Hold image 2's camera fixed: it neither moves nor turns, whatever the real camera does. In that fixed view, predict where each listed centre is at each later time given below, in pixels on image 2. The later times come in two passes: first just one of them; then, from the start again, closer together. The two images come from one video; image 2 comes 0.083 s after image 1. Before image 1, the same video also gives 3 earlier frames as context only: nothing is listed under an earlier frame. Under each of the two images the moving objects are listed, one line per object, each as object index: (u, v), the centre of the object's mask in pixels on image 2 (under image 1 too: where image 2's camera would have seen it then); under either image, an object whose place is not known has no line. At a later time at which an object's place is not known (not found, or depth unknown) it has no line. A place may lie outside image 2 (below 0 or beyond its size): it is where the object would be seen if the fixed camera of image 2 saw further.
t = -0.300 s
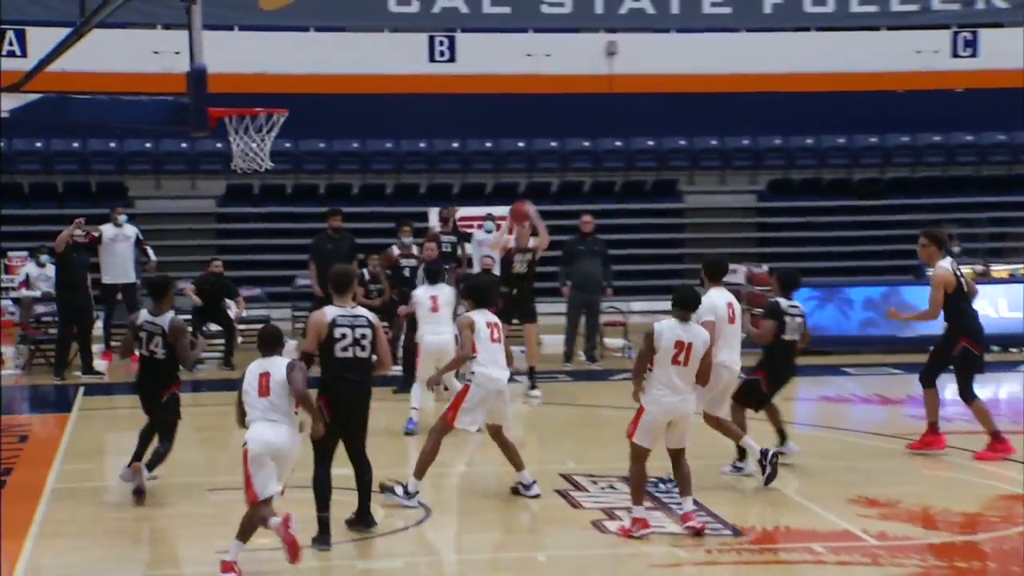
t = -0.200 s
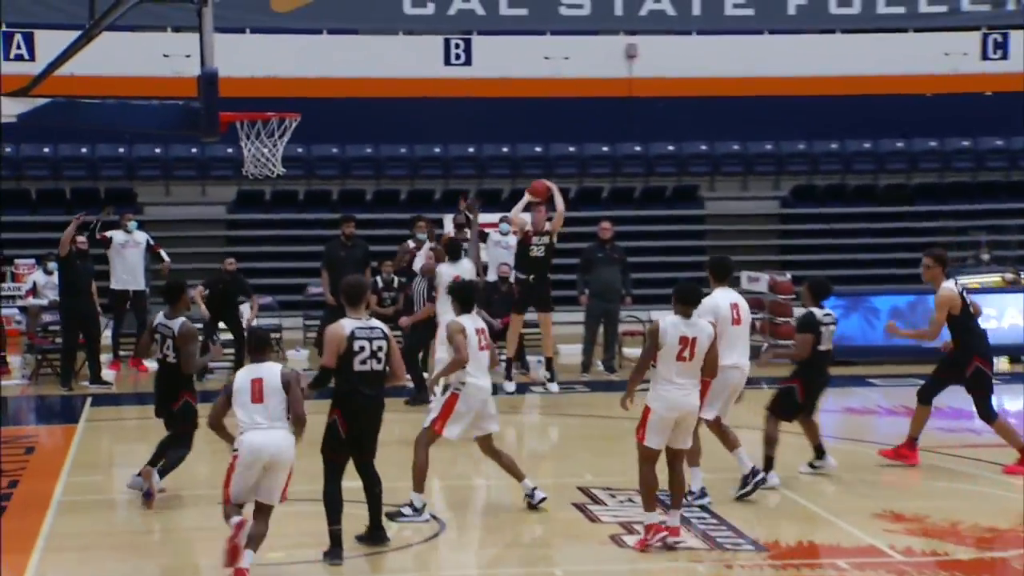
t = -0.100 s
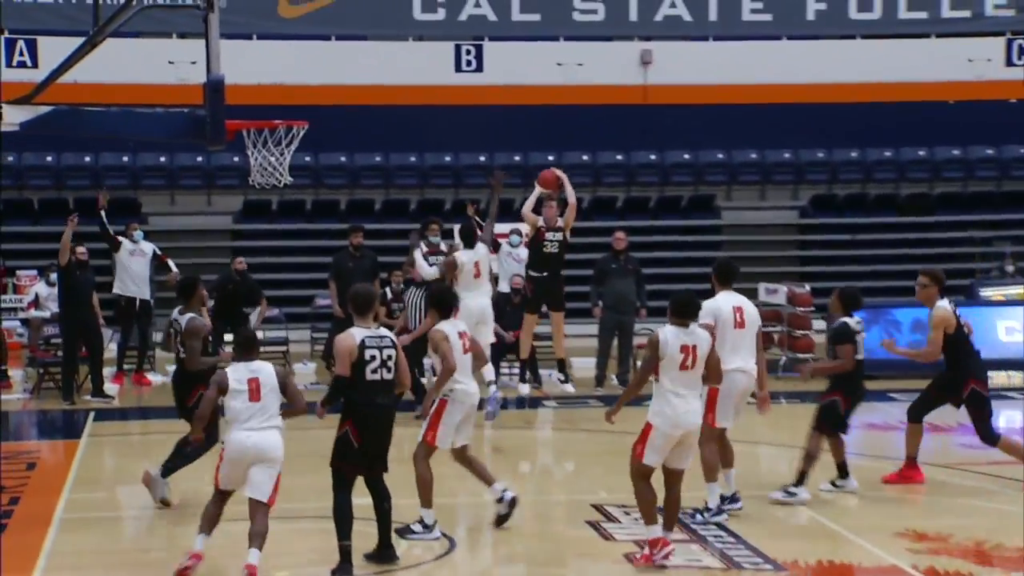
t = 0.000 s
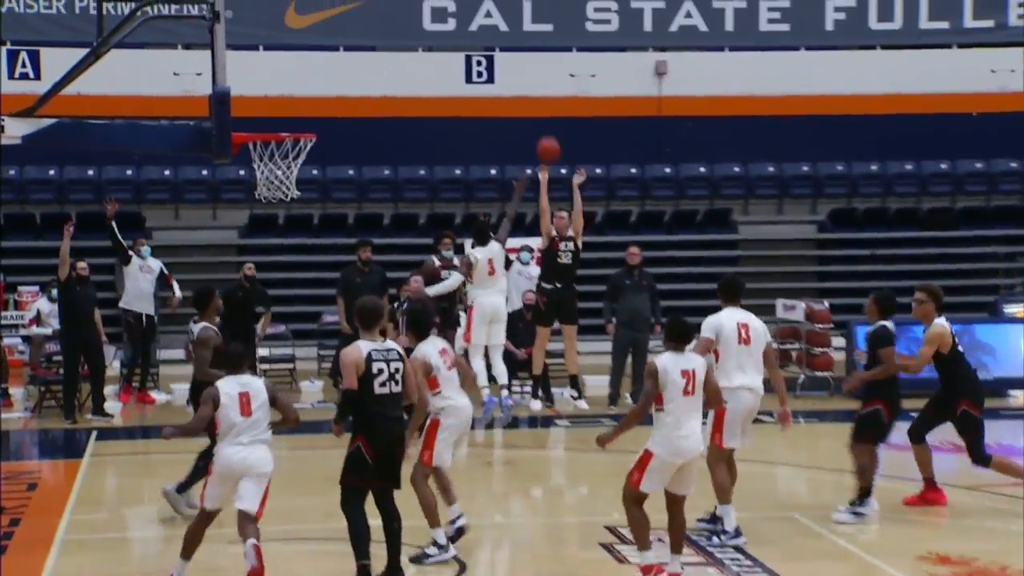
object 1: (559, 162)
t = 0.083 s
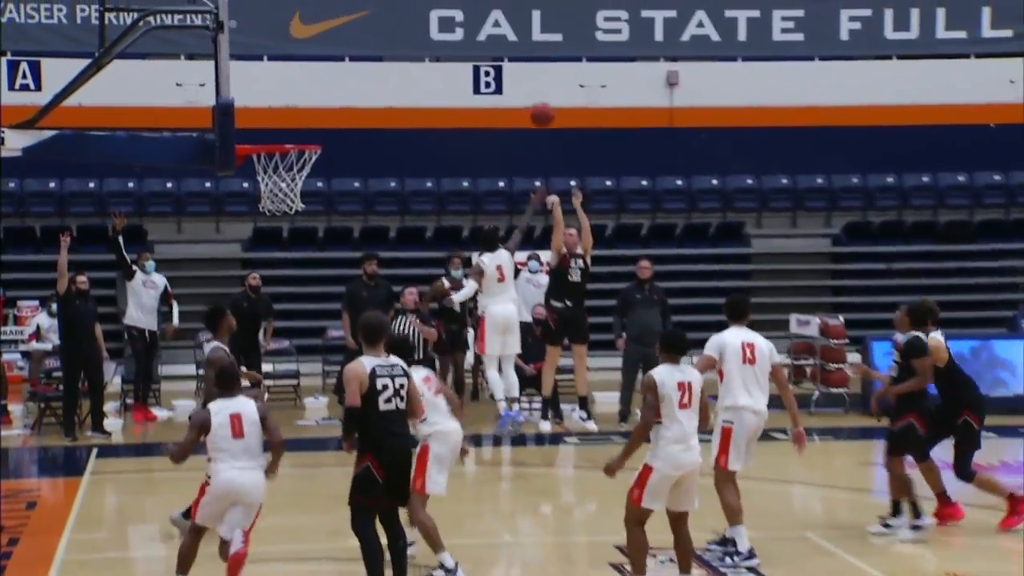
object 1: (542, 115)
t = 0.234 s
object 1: (512, 44)
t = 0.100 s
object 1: (539, 106)
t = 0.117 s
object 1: (535, 97)
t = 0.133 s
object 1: (532, 89)
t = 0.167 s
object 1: (525, 72)
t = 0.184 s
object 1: (522, 65)
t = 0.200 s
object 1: (520, 57)
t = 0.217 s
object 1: (516, 51)
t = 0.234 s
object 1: (512, 44)
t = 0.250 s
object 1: (509, 37)
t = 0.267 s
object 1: (506, 30)
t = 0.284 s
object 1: (501, 23)
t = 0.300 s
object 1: (498, 16)
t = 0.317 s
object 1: (495, 11)
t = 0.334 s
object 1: (491, 5)
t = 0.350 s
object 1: (487, -1)
